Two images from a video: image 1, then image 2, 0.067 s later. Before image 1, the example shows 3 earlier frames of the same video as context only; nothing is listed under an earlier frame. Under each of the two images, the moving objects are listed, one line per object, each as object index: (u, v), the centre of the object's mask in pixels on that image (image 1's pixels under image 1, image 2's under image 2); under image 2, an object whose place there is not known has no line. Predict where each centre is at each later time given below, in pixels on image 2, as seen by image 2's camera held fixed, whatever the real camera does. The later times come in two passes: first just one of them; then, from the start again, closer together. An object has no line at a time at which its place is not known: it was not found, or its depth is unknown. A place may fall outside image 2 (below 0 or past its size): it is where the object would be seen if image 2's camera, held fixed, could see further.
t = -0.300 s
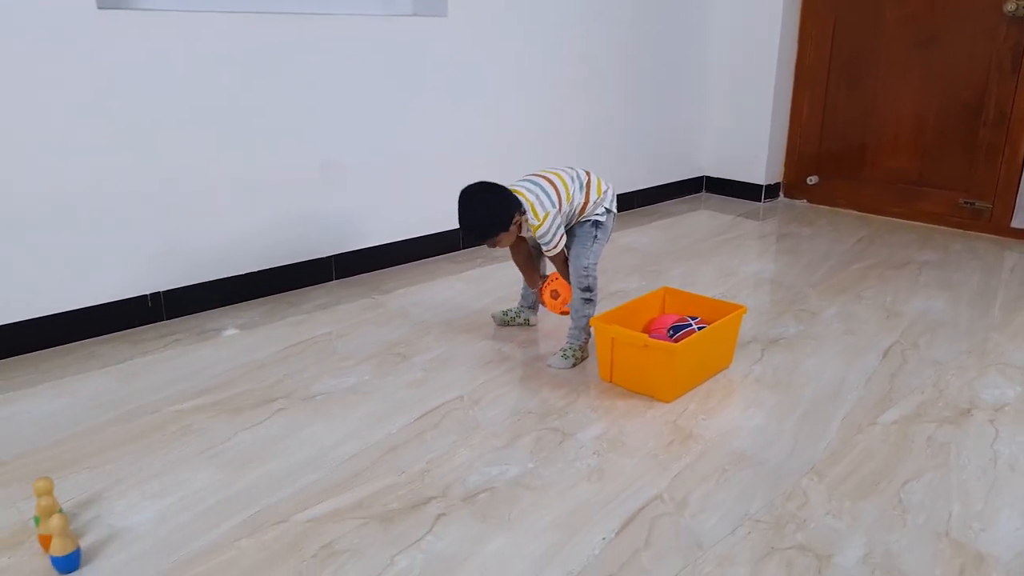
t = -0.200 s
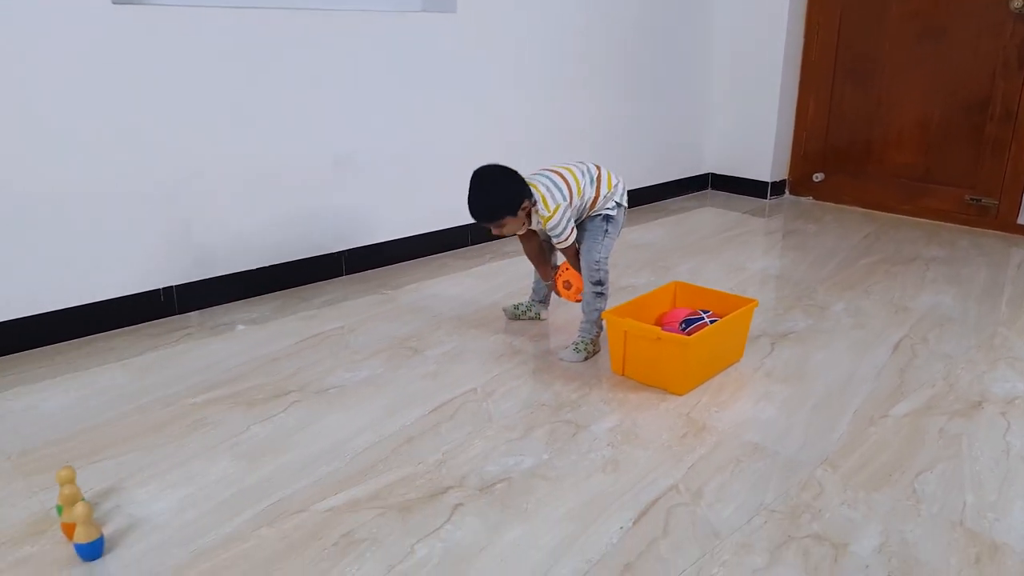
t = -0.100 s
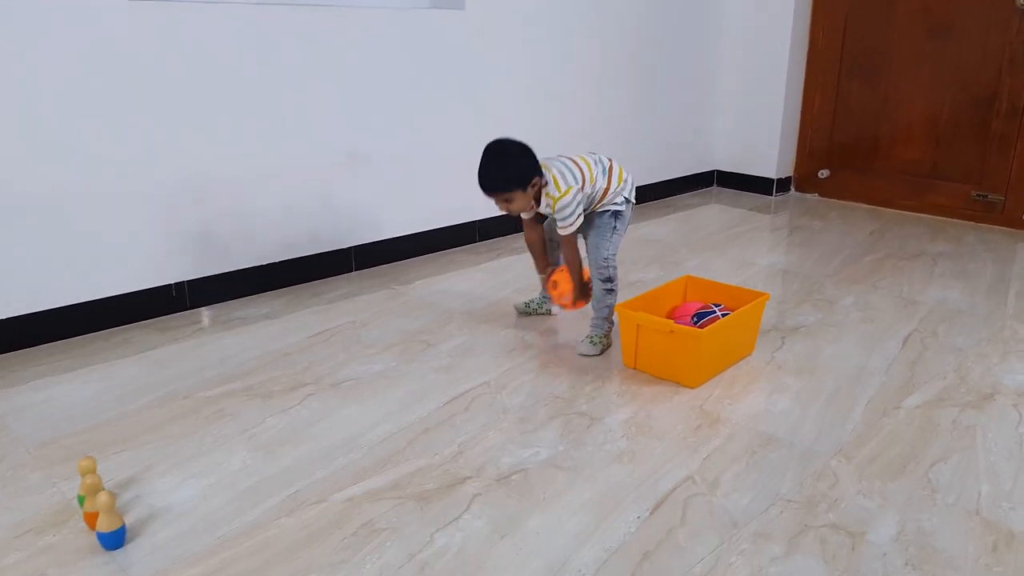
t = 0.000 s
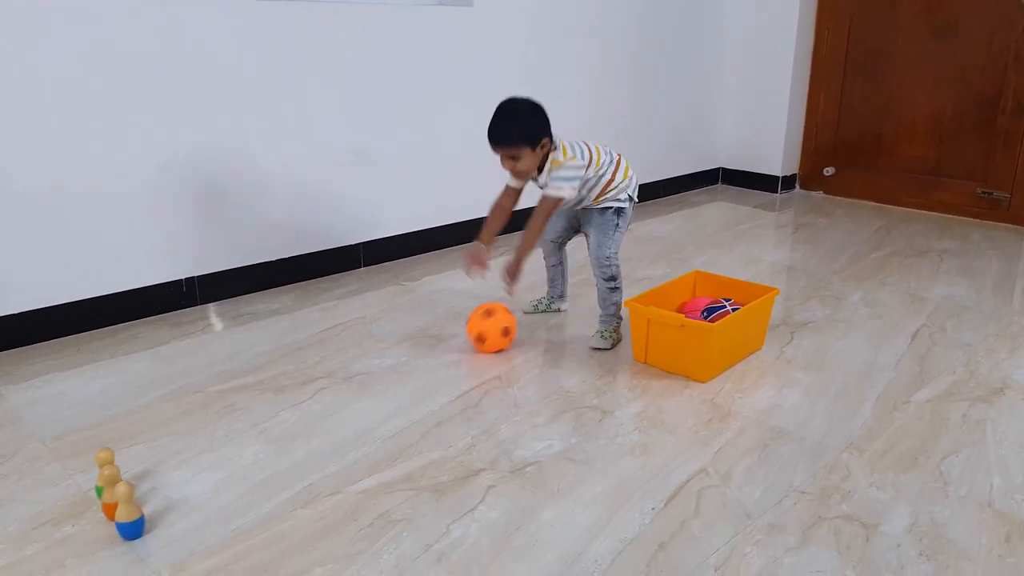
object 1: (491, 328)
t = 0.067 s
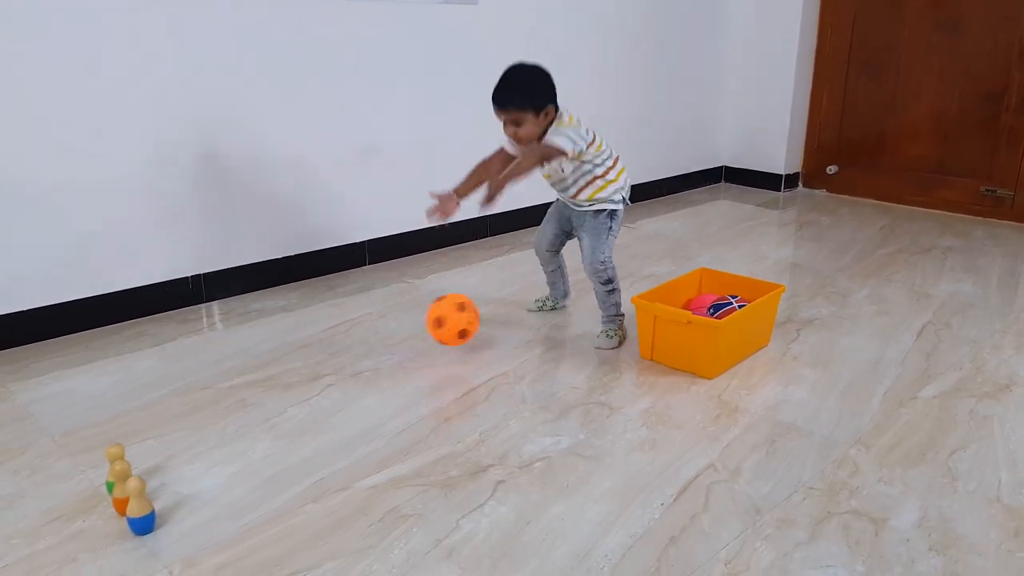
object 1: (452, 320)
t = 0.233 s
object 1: (311, 380)
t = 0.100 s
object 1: (428, 321)
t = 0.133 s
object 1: (400, 328)
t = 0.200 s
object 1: (340, 359)
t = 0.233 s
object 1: (311, 380)
